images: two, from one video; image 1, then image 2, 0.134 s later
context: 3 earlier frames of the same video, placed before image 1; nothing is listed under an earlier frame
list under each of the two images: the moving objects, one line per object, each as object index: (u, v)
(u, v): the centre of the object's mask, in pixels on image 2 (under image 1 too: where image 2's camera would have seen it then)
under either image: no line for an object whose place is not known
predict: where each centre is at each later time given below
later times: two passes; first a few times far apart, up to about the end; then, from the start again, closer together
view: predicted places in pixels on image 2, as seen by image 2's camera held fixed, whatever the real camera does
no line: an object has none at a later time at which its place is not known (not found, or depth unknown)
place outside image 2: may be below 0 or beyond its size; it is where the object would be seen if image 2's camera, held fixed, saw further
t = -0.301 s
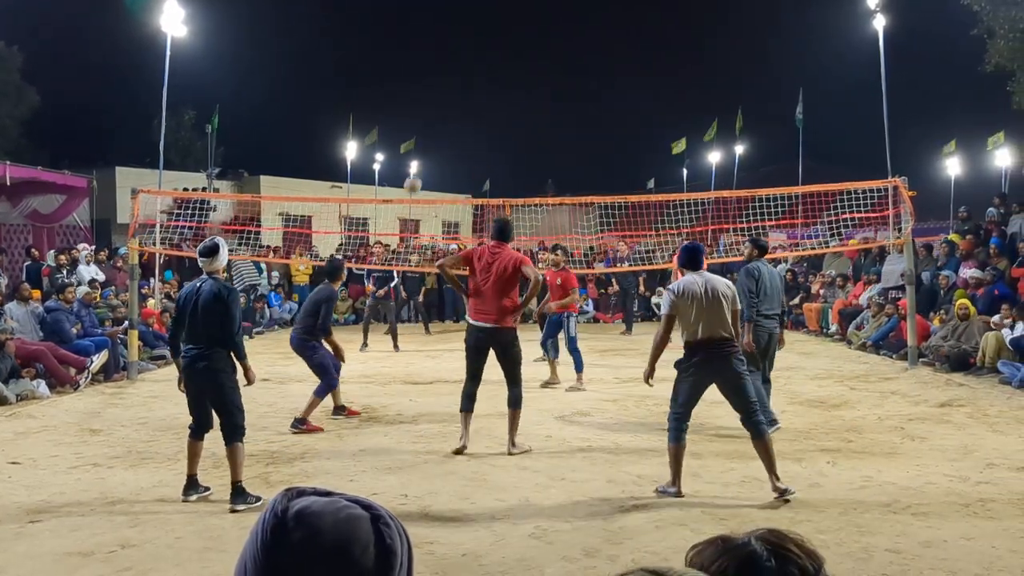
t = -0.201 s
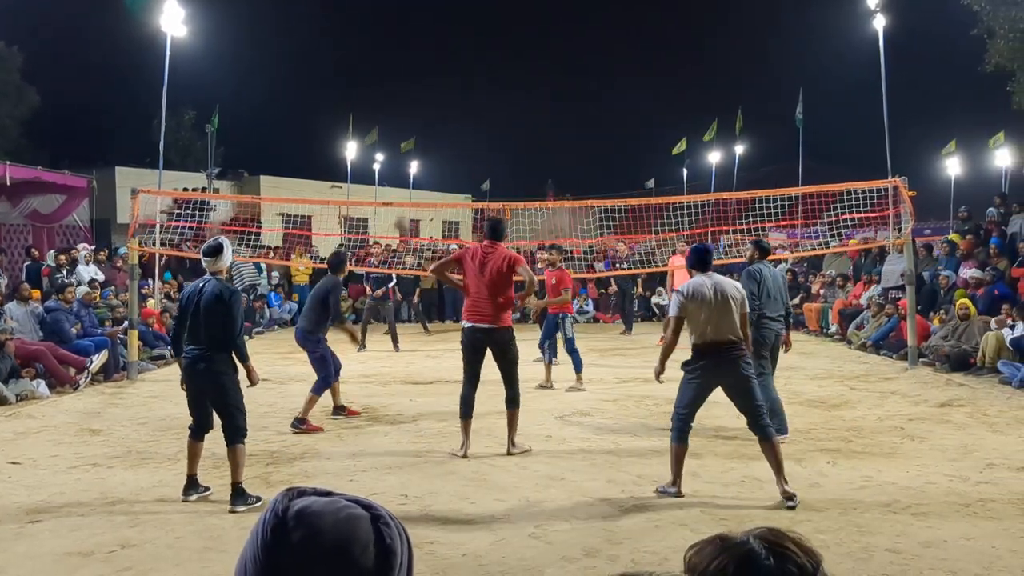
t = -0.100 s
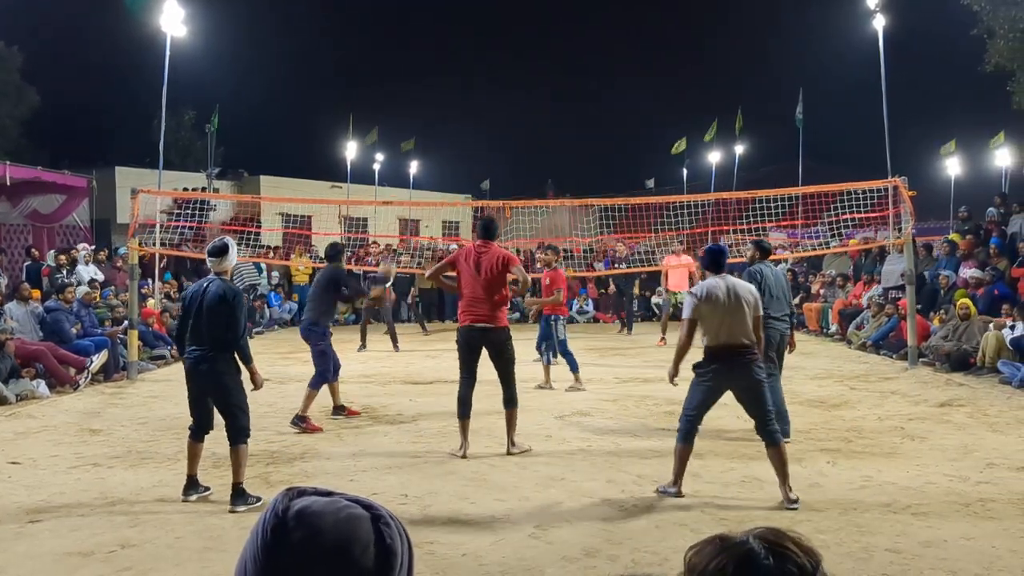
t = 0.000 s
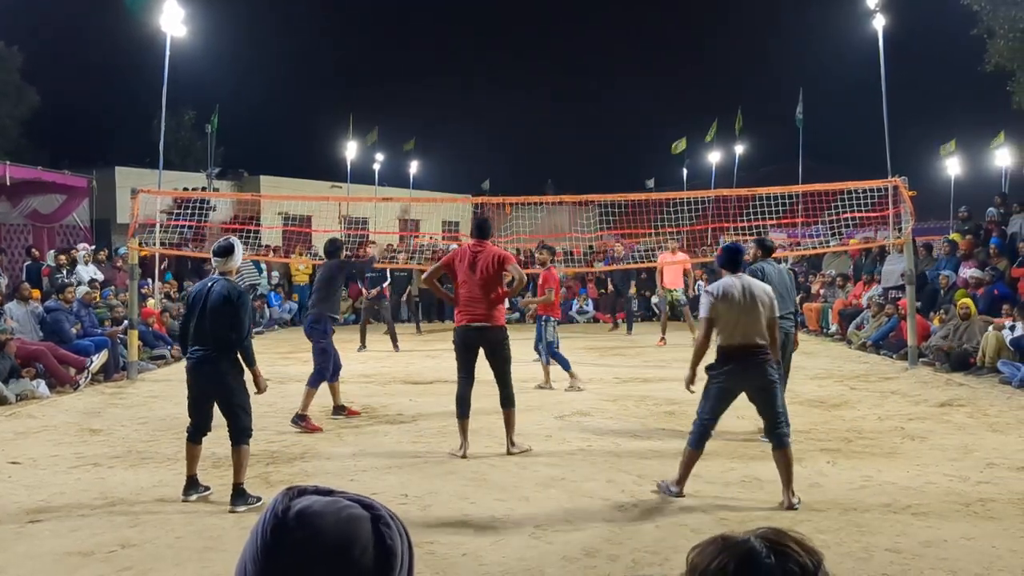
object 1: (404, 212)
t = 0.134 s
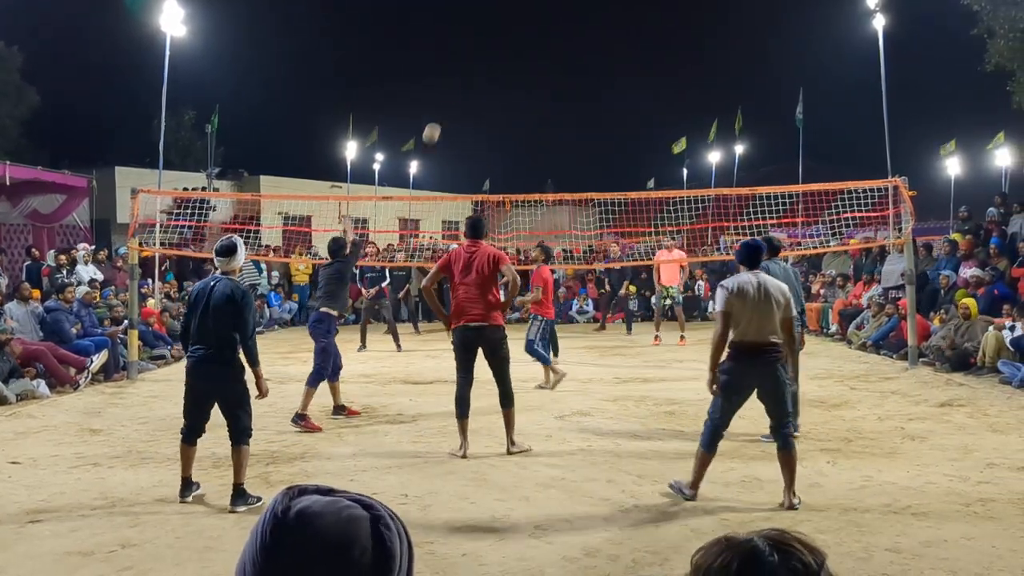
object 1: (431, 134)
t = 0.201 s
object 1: (444, 103)
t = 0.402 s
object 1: (474, 47)
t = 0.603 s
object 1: (499, 29)
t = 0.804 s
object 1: (518, 41)
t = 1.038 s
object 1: (537, 82)
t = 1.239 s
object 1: (550, 135)
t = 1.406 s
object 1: (559, 189)
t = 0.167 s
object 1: (437, 117)
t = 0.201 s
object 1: (444, 103)
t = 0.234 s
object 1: (449, 91)
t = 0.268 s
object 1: (454, 80)
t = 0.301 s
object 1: (460, 69)
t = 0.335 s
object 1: (465, 61)
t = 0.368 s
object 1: (470, 53)
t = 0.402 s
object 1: (474, 47)
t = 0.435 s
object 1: (479, 42)
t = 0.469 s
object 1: (483, 37)
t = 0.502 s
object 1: (487, 34)
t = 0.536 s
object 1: (491, 32)
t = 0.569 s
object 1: (495, 30)
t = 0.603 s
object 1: (499, 29)
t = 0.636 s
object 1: (502, 30)
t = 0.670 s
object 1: (505, 31)
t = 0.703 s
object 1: (508, 32)
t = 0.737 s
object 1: (512, 35)
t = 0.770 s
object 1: (515, 37)
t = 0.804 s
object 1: (518, 41)
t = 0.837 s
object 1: (520, 45)
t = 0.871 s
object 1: (523, 50)
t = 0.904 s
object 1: (526, 55)
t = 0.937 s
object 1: (529, 61)
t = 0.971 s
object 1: (531, 68)
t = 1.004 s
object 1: (534, 74)
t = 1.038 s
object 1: (537, 82)
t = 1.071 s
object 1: (539, 90)
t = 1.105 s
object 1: (541, 97)
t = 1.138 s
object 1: (544, 107)
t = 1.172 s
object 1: (546, 115)
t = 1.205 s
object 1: (548, 125)
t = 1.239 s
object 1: (550, 135)
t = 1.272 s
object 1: (552, 144)
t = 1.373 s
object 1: (557, 177)
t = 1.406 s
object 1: (559, 189)
